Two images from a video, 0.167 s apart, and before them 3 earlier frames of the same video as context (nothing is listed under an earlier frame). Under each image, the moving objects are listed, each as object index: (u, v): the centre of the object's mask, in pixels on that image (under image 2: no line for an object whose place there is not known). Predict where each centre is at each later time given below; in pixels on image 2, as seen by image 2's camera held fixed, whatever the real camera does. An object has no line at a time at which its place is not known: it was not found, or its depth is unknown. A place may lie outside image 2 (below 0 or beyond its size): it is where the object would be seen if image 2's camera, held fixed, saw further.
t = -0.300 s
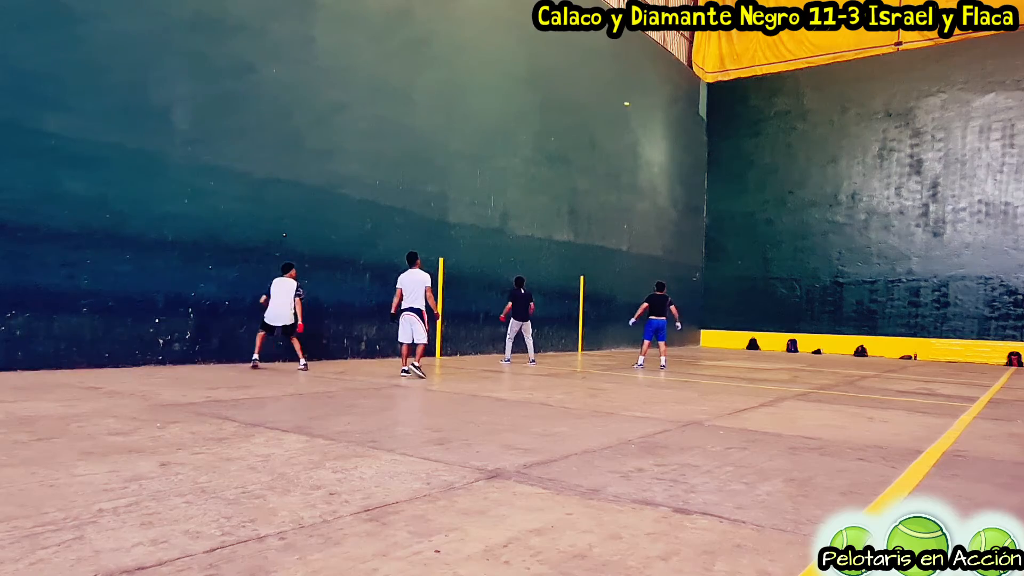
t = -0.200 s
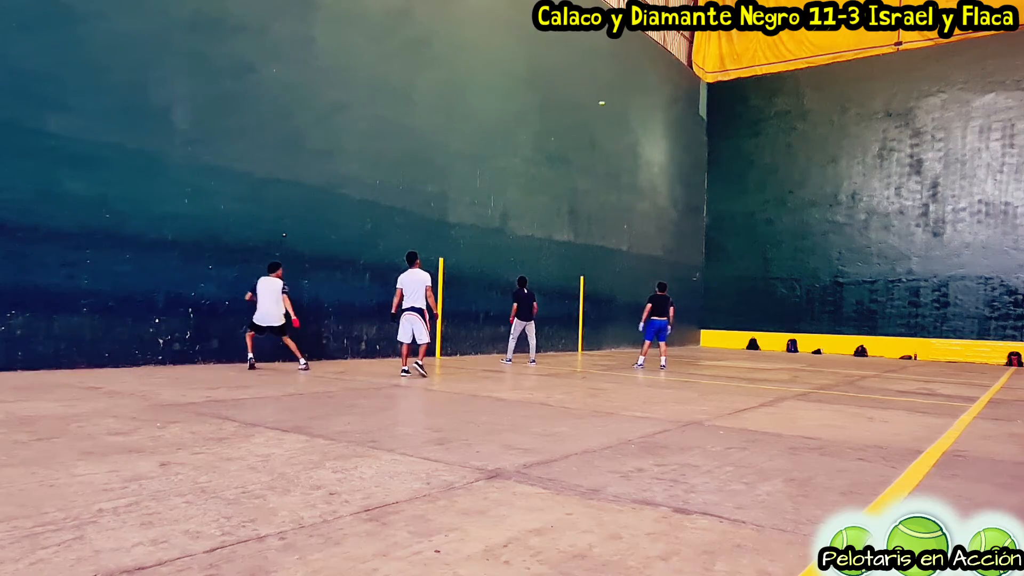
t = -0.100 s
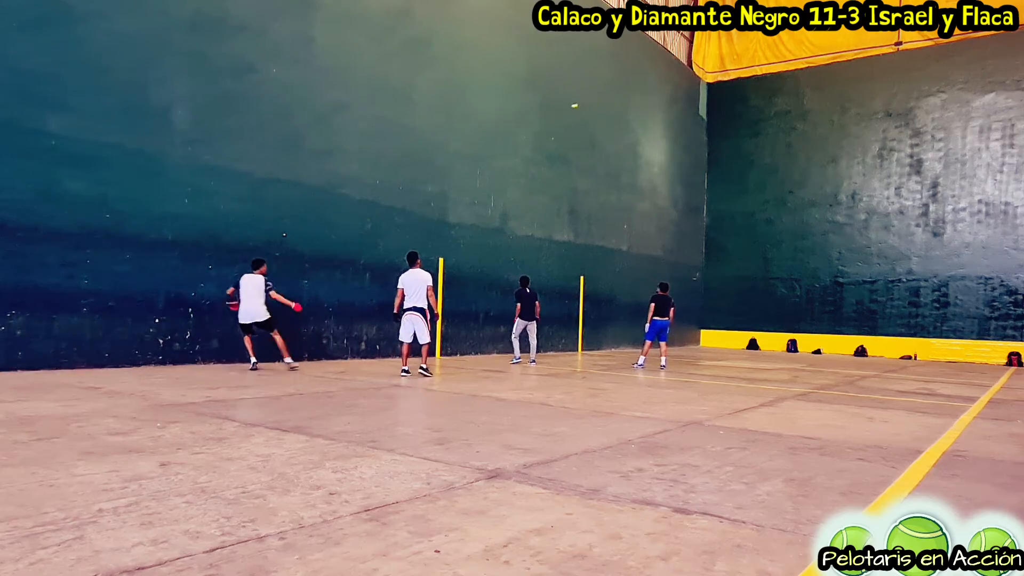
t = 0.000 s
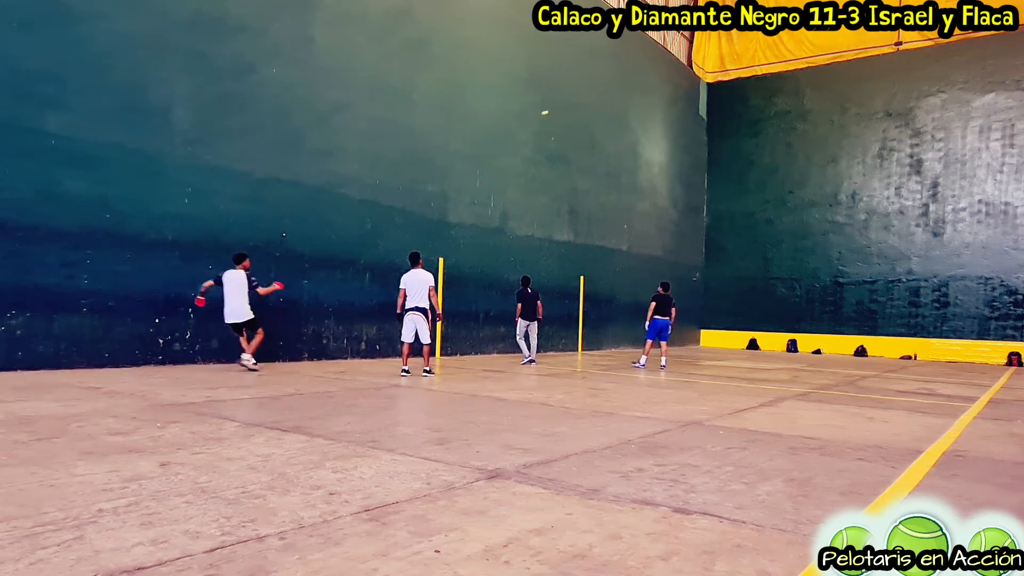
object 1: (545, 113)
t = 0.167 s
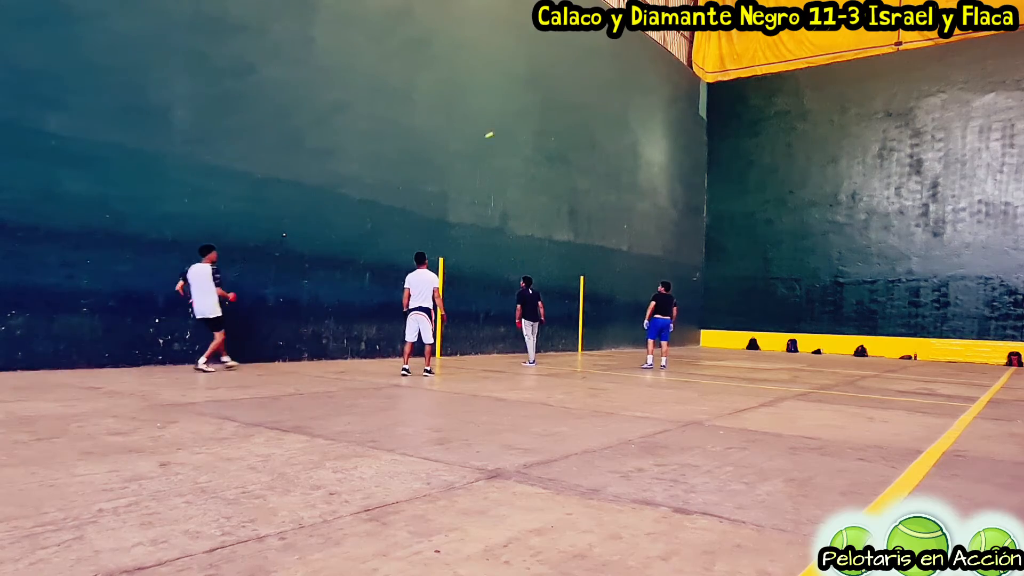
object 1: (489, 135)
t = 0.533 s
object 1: (341, 243)
